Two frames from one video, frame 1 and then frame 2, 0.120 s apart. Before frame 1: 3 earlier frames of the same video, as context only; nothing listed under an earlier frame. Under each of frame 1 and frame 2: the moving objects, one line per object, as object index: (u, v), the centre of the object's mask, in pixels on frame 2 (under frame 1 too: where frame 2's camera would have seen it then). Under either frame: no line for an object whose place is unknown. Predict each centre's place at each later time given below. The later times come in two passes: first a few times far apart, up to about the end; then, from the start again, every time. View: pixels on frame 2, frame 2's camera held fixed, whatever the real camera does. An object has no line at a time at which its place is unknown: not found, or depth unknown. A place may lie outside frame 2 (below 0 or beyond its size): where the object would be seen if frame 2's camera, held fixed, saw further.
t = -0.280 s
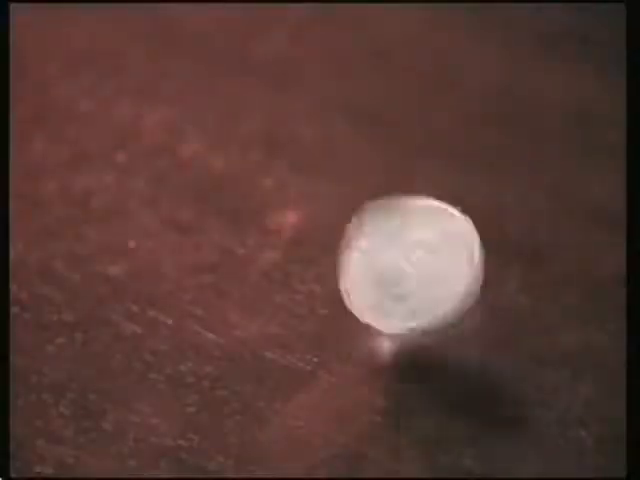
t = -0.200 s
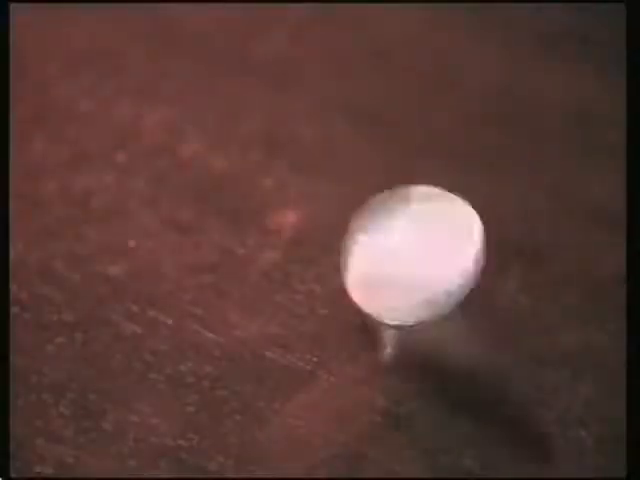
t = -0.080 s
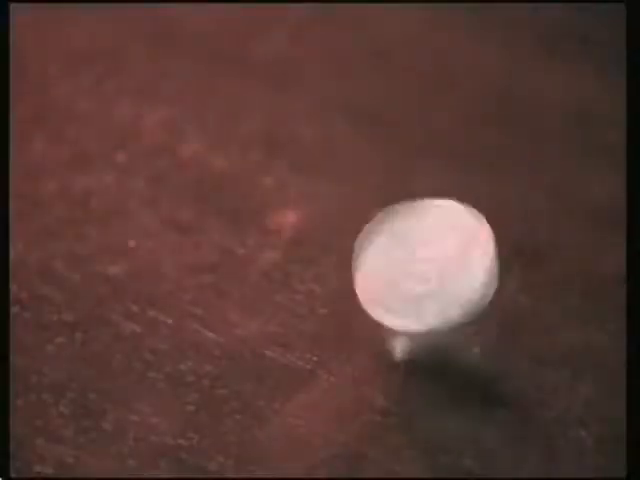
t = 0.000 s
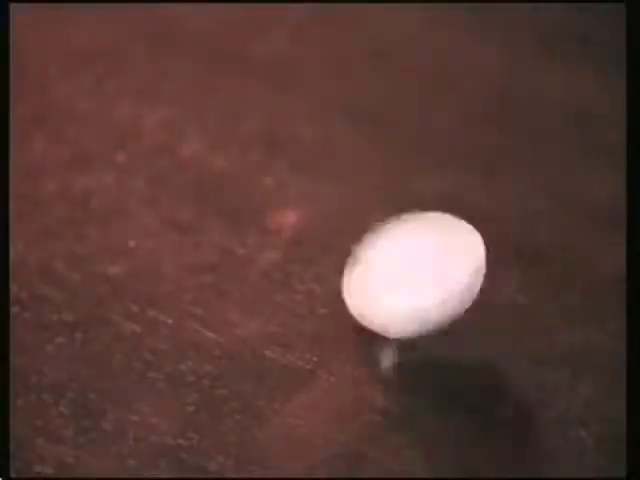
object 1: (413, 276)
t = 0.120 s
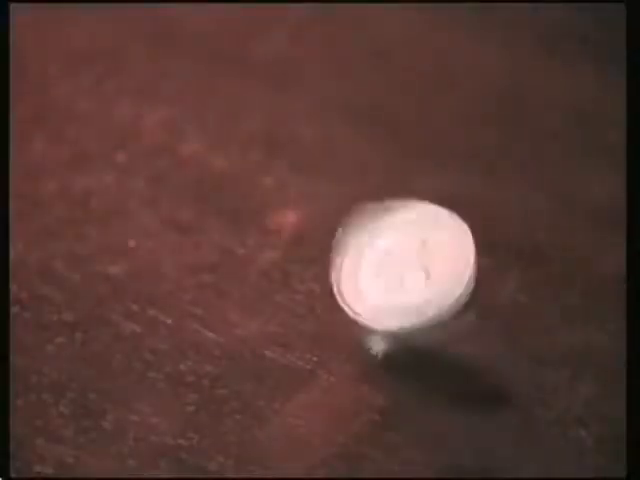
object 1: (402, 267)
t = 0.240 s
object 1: (411, 267)
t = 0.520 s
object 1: (402, 279)
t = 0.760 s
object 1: (399, 277)
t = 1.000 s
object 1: (397, 286)
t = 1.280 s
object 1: (392, 290)
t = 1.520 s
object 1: (390, 294)
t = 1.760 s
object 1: (390, 300)
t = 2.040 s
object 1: (390, 300)
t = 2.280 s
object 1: (390, 299)
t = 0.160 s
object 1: (406, 265)
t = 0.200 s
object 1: (410, 263)
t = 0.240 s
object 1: (411, 267)
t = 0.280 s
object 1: (411, 275)
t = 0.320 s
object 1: (407, 273)
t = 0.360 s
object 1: (401, 279)
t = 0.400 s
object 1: (400, 271)
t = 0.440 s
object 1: (400, 272)
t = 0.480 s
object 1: (400, 270)
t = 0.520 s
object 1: (402, 279)
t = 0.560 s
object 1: (405, 275)
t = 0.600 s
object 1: (402, 276)
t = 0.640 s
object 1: (399, 279)
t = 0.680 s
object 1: (398, 285)
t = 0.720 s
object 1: (399, 278)
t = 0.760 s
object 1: (399, 277)
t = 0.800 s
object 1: (398, 279)
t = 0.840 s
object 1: (398, 282)
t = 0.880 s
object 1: (397, 284)
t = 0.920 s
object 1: (396, 284)
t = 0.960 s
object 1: (395, 285)
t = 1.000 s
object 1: (397, 286)
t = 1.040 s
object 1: (397, 286)
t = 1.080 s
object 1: (395, 287)
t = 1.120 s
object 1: (393, 289)
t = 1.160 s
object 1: (394, 289)
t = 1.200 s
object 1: (394, 289)
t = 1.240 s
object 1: (394, 291)
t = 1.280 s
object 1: (392, 290)
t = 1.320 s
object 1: (391, 289)
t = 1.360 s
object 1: (392, 291)
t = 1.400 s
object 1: (392, 292)
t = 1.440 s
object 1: (391, 293)
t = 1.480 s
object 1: (390, 293)
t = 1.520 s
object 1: (390, 294)
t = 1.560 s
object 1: (390, 296)
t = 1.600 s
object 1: (390, 296)
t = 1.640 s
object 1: (390, 298)
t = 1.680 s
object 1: (390, 299)
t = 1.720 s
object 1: (390, 300)
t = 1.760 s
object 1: (390, 300)
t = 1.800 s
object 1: (390, 300)
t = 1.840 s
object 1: (390, 300)
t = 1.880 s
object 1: (390, 300)
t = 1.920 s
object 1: (390, 300)
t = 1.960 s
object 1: (390, 300)
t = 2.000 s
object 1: (390, 300)
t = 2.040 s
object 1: (390, 300)
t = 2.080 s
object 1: (390, 299)
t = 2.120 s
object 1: (390, 299)
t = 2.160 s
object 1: (390, 299)
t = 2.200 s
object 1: (390, 299)
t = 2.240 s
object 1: (390, 299)
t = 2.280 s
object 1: (390, 299)
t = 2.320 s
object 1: (389, 299)
